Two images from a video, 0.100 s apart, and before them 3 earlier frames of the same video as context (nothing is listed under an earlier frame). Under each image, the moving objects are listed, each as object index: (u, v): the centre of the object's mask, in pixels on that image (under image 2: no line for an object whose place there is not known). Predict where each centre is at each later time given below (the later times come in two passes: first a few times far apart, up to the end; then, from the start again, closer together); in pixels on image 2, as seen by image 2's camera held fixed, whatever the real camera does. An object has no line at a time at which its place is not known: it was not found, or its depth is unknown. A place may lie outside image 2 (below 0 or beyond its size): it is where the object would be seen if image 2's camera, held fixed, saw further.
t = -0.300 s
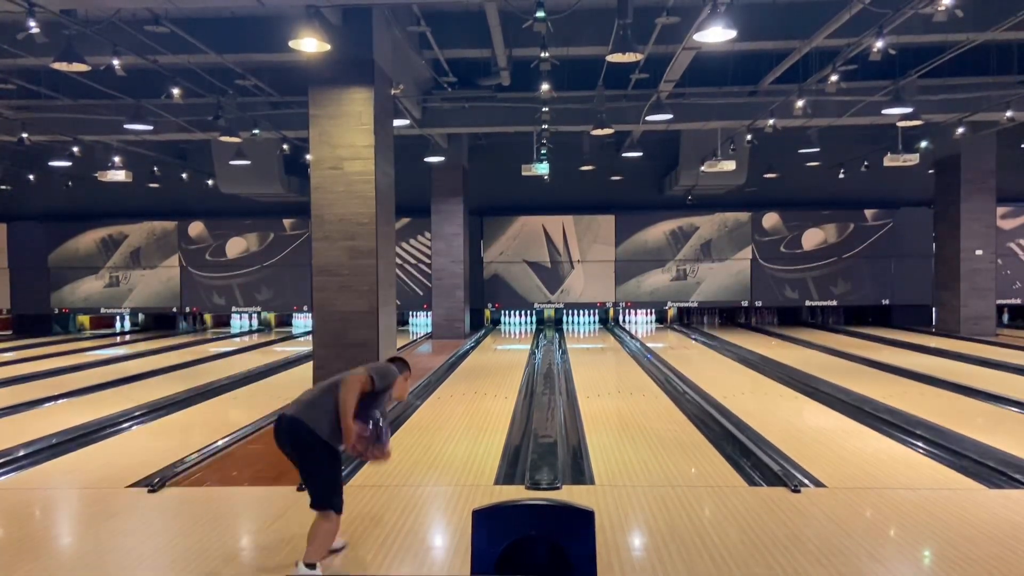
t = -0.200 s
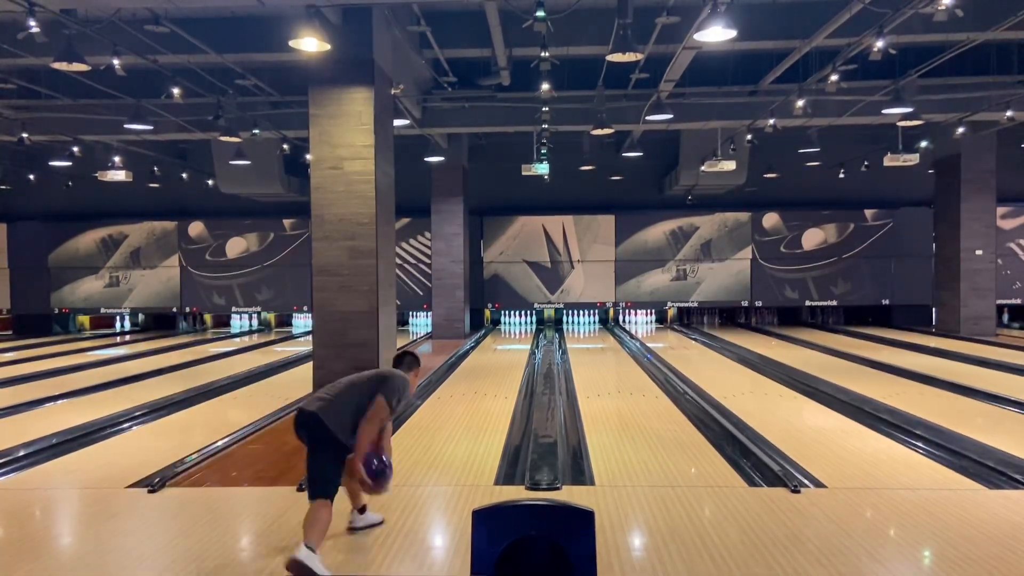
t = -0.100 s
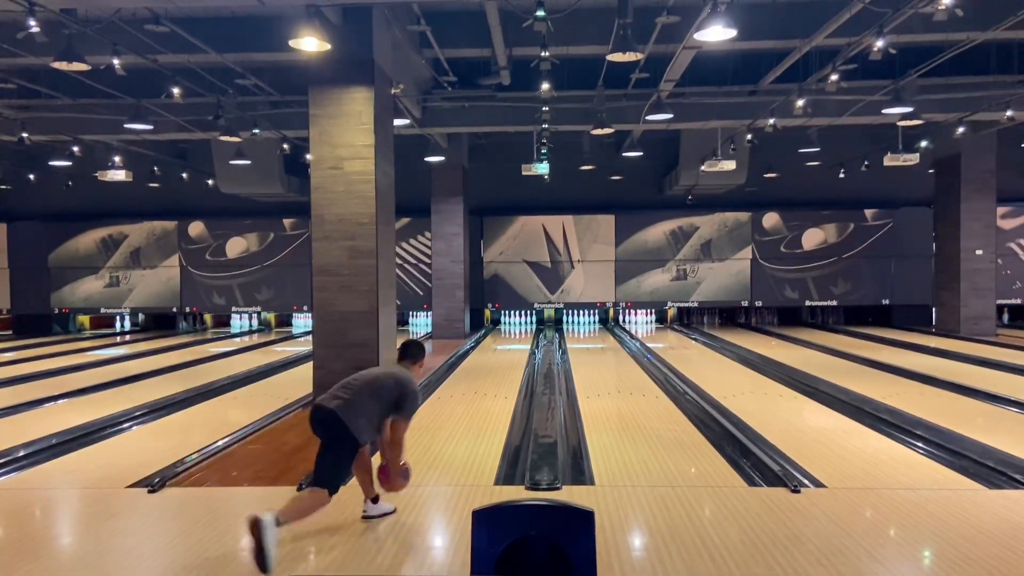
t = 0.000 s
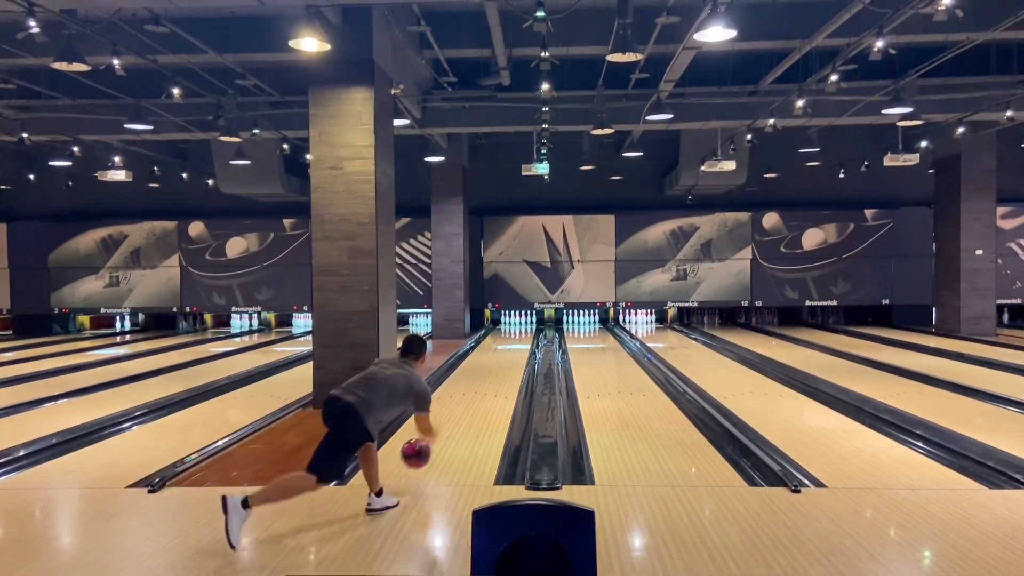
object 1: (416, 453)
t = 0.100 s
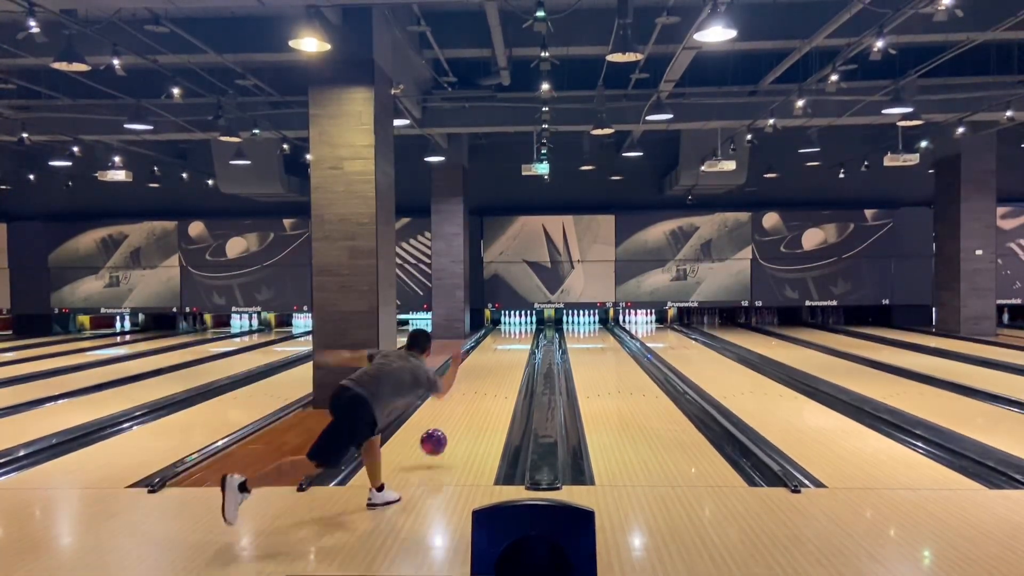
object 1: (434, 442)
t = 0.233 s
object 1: (451, 429)
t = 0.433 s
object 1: (472, 405)
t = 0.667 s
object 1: (488, 385)
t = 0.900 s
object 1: (499, 370)
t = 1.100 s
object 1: (507, 359)
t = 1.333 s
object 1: (514, 350)
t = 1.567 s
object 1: (519, 342)
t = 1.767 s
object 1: (522, 336)
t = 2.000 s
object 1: (523, 332)
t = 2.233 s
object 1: (524, 328)
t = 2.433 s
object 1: (522, 325)
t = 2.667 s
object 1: (519, 322)
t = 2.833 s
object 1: (517, 319)
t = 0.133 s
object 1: (439, 441)
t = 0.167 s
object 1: (443, 440)
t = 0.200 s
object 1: (448, 434)
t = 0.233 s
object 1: (451, 429)
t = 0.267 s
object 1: (455, 425)
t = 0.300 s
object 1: (459, 420)
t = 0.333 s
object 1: (462, 416)
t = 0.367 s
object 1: (466, 413)
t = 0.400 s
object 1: (469, 408)
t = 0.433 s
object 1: (472, 405)
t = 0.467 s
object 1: (474, 402)
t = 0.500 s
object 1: (477, 398)
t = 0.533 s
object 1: (479, 396)
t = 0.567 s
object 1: (482, 392)
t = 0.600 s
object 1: (484, 390)
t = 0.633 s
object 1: (486, 387)
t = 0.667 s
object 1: (488, 385)
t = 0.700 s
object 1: (489, 382)
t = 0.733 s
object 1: (492, 380)
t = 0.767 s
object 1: (493, 378)
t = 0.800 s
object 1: (495, 375)
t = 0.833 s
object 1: (497, 373)
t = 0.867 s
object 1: (498, 371)
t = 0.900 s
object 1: (499, 370)
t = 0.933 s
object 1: (501, 368)
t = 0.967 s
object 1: (502, 366)
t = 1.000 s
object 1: (503, 364)
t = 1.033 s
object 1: (505, 362)
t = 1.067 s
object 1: (506, 361)
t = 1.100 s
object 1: (507, 359)
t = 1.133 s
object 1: (508, 358)
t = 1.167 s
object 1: (509, 356)
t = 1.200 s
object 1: (510, 355)
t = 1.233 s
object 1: (511, 354)
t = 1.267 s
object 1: (512, 352)
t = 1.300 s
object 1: (513, 351)
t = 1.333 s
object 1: (514, 350)
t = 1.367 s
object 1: (514, 349)
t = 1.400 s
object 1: (516, 347)
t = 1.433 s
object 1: (516, 346)
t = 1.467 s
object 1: (517, 345)
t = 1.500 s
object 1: (518, 345)
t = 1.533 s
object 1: (518, 343)
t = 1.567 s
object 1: (519, 342)
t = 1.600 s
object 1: (519, 342)
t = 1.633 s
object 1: (520, 340)
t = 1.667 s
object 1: (520, 340)
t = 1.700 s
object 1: (521, 338)
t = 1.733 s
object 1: (521, 338)
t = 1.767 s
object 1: (522, 336)
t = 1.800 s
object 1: (522, 336)
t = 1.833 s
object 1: (523, 335)
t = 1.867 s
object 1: (523, 335)
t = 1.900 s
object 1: (524, 334)
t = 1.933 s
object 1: (523, 334)
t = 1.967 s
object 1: (523, 333)
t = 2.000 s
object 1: (523, 332)
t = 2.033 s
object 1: (523, 332)
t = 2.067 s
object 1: (523, 332)
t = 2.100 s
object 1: (524, 331)
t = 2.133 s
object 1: (523, 330)
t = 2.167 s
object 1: (524, 330)
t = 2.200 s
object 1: (524, 329)
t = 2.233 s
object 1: (524, 328)
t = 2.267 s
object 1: (523, 328)
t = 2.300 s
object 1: (524, 327)
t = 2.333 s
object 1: (523, 326)
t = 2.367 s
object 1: (524, 326)
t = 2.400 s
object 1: (522, 325)
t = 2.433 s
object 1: (522, 325)
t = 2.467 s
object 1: (522, 325)
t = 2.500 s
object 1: (521, 324)
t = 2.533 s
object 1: (521, 324)
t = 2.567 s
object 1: (521, 324)
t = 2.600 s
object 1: (519, 323)
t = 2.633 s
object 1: (519, 322)
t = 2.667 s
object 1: (519, 322)
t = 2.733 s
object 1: (518, 322)
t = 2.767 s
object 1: (518, 322)
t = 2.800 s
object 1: (518, 320)
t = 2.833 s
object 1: (517, 319)
